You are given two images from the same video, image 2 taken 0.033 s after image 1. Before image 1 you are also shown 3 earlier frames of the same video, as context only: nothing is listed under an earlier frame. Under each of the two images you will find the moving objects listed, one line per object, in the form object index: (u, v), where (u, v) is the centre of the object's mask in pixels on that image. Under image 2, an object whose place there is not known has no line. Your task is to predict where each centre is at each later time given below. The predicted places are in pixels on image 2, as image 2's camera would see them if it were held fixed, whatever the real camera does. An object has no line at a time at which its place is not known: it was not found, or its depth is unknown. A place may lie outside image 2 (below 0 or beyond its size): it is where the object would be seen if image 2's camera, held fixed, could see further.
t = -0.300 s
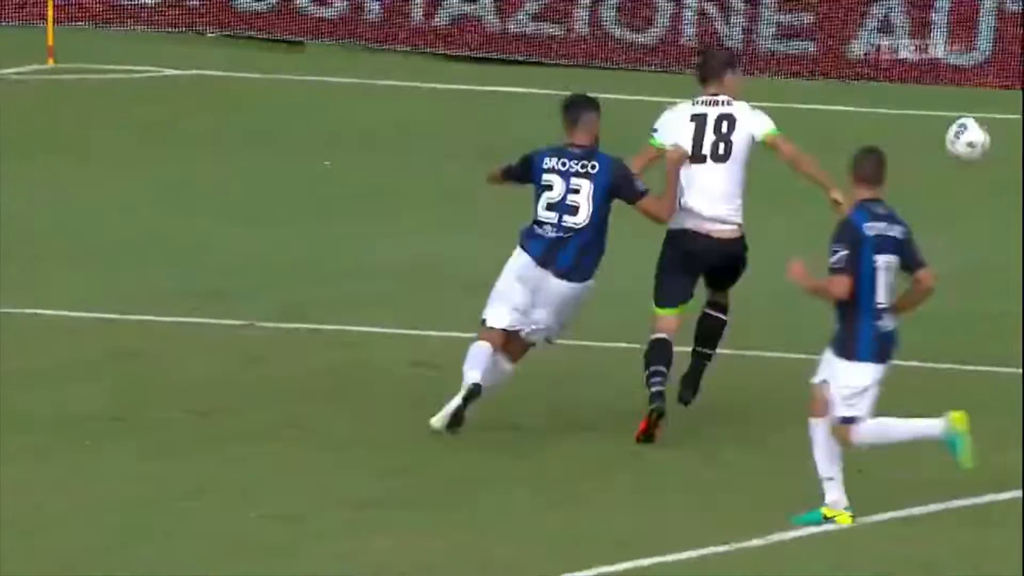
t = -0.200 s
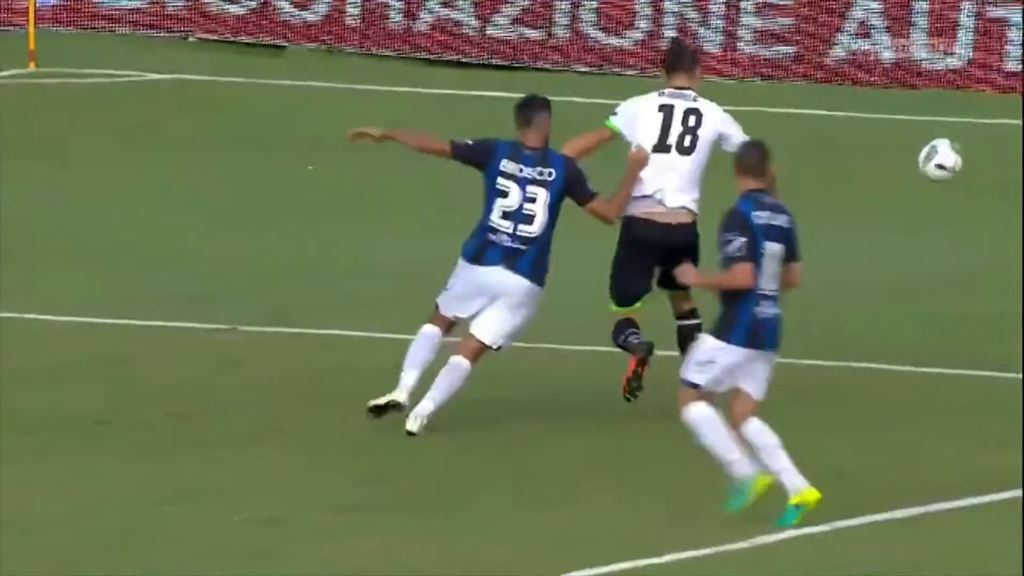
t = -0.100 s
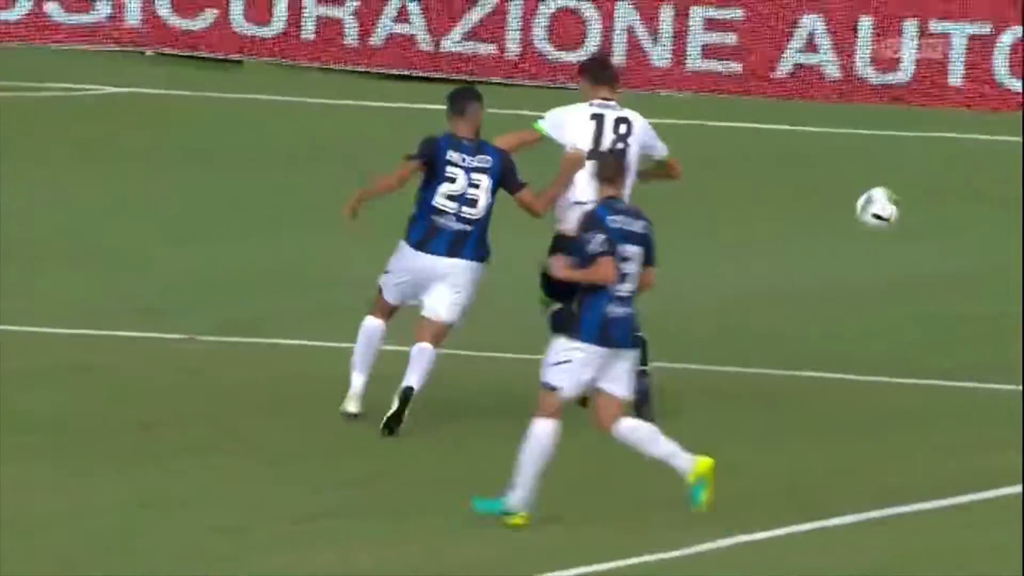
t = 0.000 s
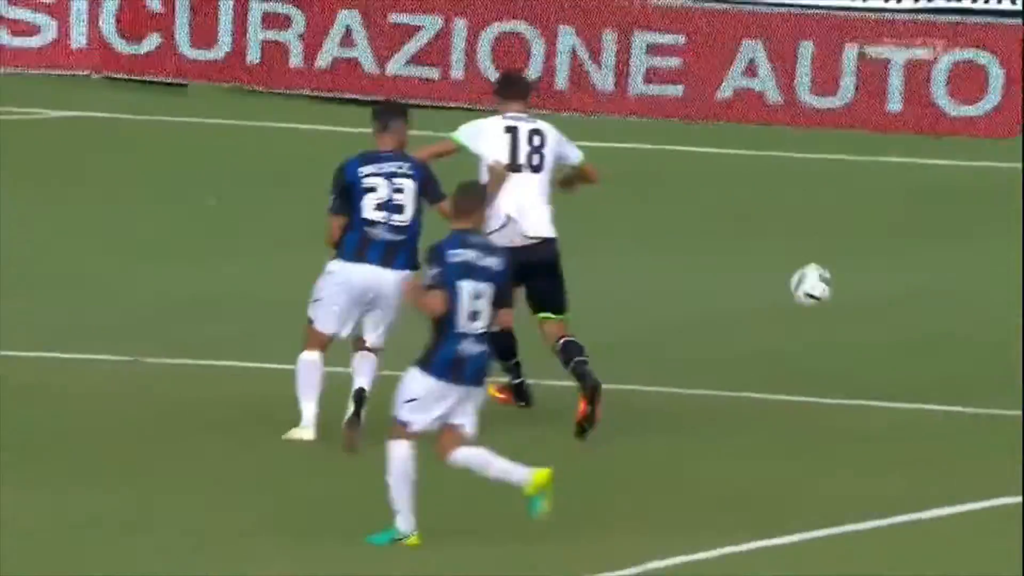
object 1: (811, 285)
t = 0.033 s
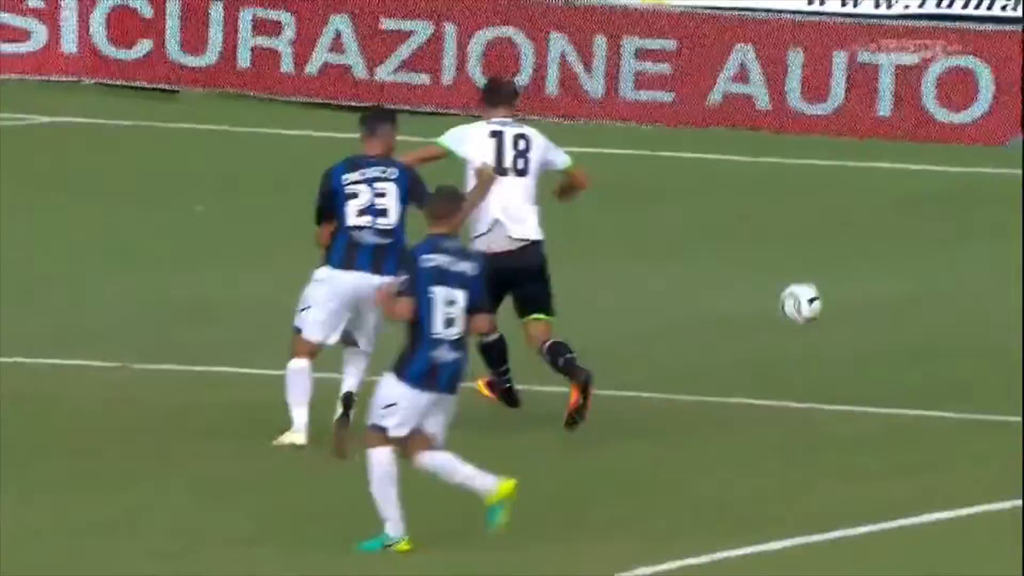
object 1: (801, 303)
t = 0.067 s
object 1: (803, 330)
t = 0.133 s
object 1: (802, 379)
